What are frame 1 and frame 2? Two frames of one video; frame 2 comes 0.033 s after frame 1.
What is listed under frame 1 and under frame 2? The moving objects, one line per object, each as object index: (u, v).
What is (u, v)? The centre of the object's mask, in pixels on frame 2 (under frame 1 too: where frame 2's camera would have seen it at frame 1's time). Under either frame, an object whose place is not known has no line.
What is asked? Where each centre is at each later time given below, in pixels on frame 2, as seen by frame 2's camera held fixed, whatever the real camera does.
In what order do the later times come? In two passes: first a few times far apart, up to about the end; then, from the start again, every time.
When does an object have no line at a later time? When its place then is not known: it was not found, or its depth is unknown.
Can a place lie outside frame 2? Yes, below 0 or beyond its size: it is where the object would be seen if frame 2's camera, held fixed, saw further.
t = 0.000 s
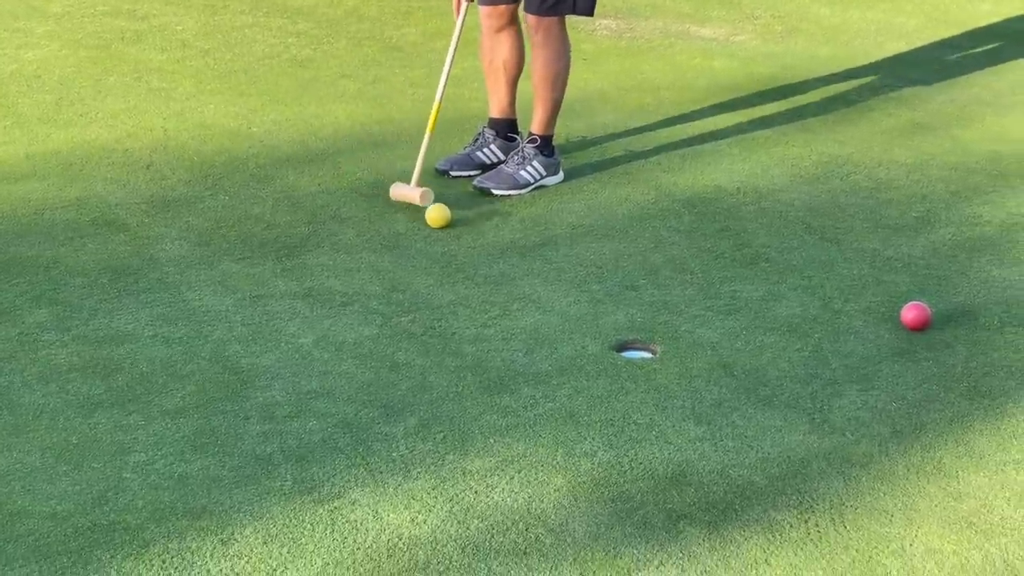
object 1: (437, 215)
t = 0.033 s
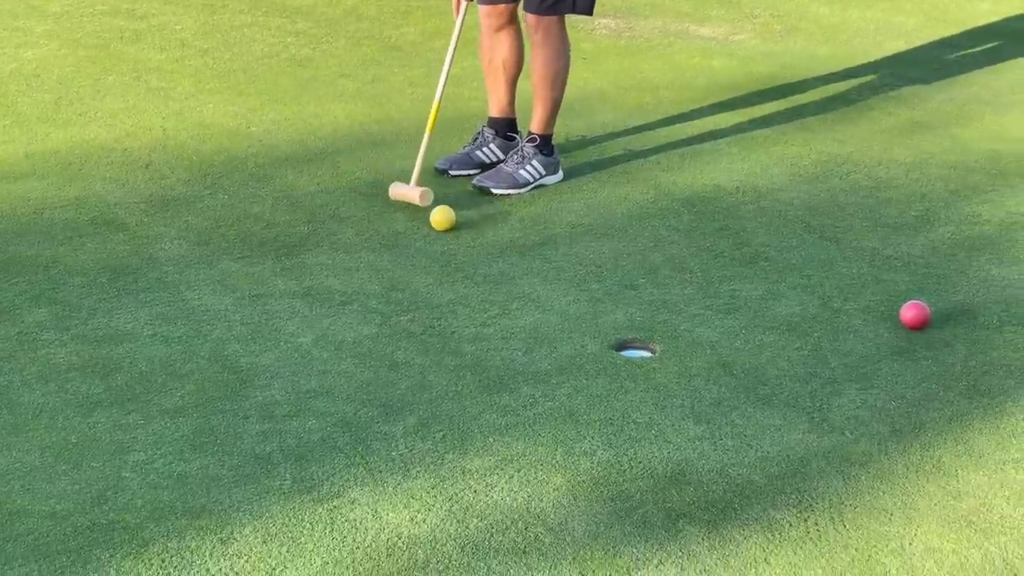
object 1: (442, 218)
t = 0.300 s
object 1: (485, 244)
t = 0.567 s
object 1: (524, 266)
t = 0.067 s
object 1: (448, 221)
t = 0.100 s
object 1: (453, 225)
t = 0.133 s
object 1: (459, 228)
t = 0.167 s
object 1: (464, 231)
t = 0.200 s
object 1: (469, 235)
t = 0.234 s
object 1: (475, 237)
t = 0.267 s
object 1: (480, 240)
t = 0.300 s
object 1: (485, 244)
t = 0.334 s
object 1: (490, 246)
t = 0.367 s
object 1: (495, 250)
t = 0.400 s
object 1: (500, 252)
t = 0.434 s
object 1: (505, 255)
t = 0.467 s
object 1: (510, 258)
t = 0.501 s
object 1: (515, 260)
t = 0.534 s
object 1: (520, 263)
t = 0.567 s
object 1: (524, 266)
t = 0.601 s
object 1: (529, 268)
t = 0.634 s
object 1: (534, 271)
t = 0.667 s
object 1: (538, 273)
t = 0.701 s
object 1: (542, 275)
